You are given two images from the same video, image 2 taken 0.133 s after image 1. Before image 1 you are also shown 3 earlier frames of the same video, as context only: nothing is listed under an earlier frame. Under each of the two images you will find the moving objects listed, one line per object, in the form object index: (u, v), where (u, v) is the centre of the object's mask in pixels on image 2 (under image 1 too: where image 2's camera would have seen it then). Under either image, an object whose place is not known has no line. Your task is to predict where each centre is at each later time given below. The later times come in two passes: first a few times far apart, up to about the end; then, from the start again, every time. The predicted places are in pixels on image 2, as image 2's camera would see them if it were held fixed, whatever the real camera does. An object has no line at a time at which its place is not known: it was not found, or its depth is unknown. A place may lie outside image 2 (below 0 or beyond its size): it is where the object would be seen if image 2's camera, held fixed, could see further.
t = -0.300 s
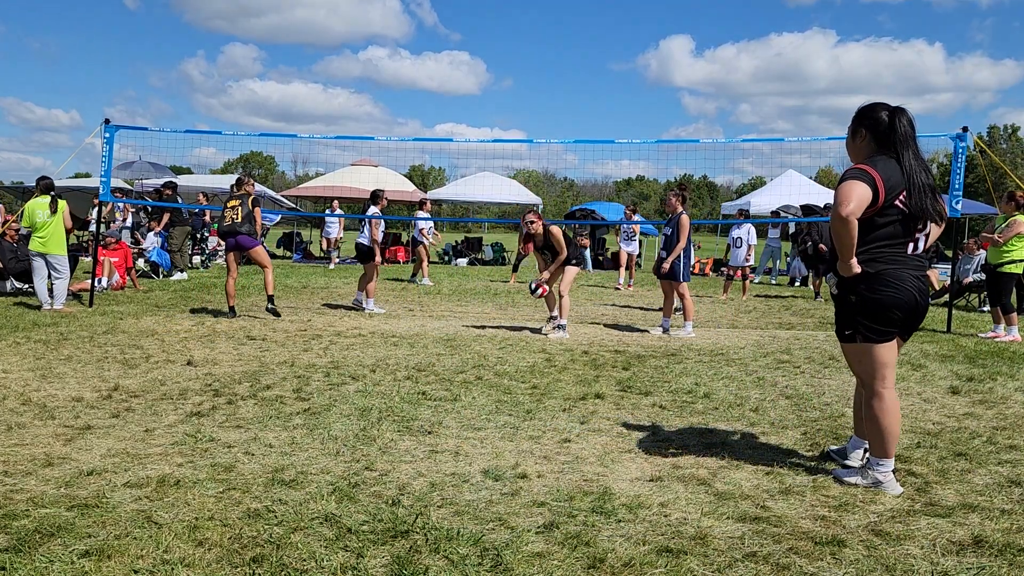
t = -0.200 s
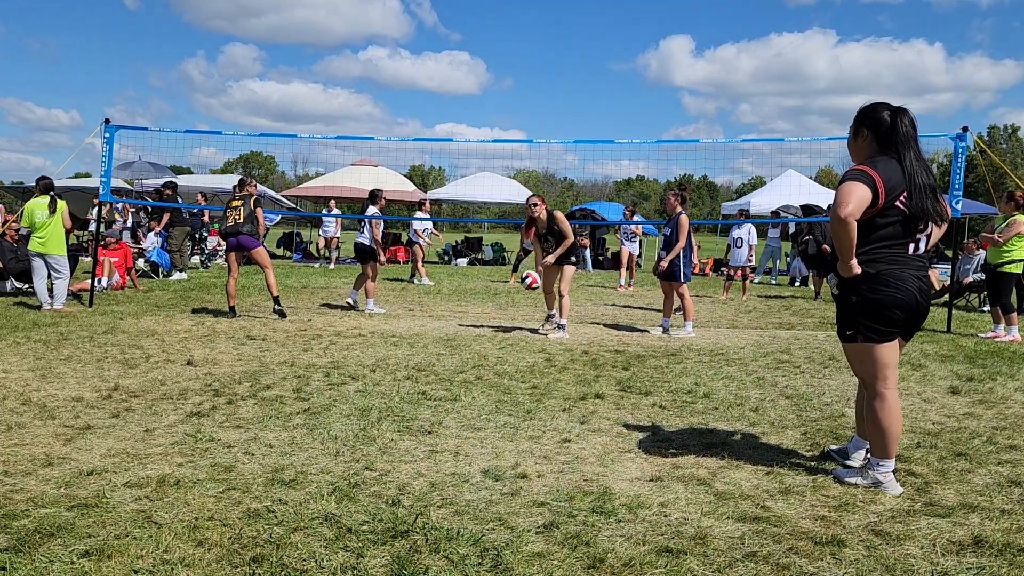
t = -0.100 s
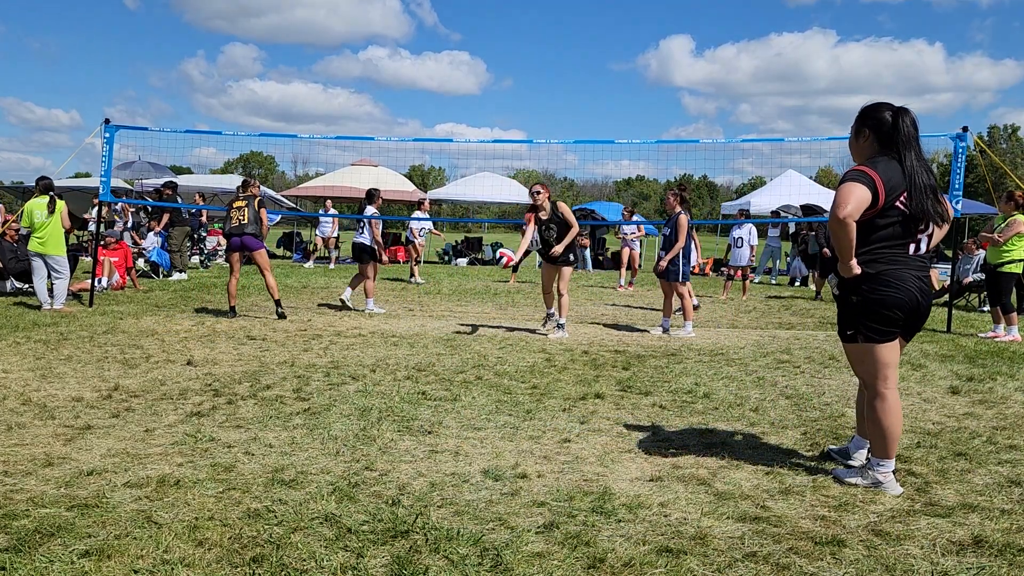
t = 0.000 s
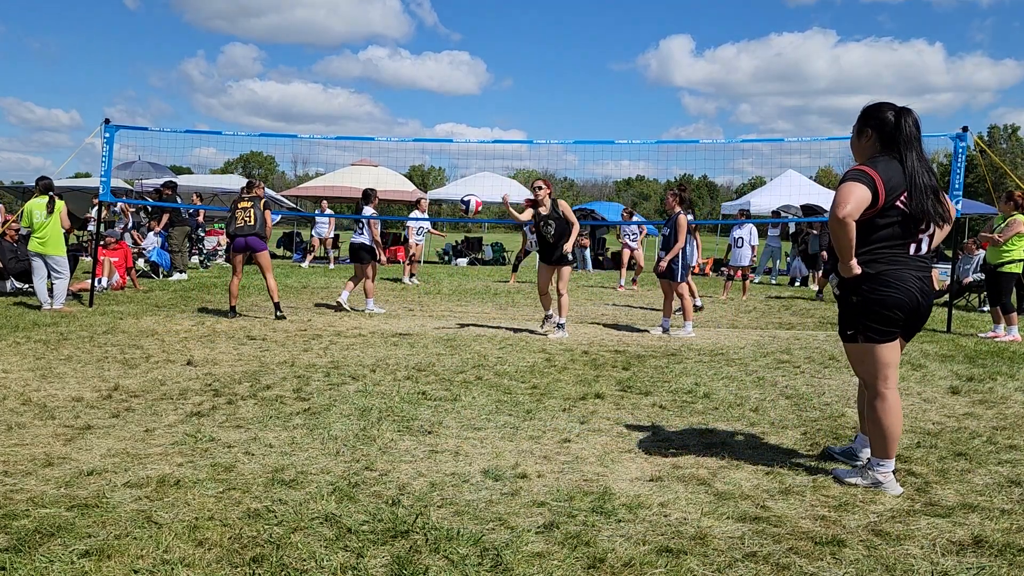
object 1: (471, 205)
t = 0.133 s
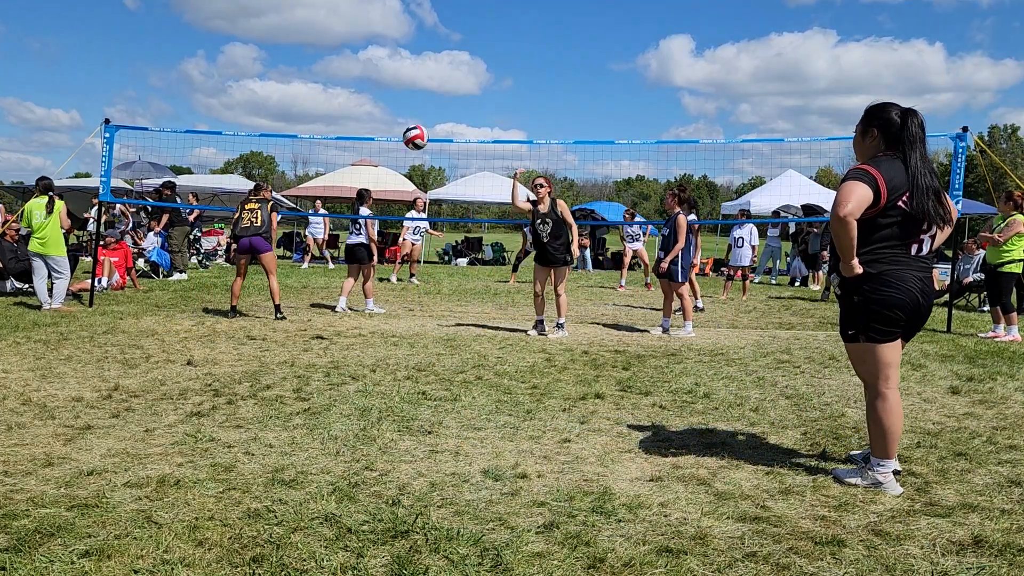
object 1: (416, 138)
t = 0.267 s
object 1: (348, 79)
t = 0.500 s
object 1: (183, 12)
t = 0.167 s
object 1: (400, 122)
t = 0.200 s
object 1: (383, 107)
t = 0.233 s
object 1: (366, 92)
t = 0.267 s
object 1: (348, 79)
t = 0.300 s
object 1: (328, 66)
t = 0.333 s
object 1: (308, 53)
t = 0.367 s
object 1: (286, 42)
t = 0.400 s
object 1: (262, 32)
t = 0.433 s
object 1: (237, 23)
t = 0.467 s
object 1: (211, 15)
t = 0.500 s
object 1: (183, 12)
